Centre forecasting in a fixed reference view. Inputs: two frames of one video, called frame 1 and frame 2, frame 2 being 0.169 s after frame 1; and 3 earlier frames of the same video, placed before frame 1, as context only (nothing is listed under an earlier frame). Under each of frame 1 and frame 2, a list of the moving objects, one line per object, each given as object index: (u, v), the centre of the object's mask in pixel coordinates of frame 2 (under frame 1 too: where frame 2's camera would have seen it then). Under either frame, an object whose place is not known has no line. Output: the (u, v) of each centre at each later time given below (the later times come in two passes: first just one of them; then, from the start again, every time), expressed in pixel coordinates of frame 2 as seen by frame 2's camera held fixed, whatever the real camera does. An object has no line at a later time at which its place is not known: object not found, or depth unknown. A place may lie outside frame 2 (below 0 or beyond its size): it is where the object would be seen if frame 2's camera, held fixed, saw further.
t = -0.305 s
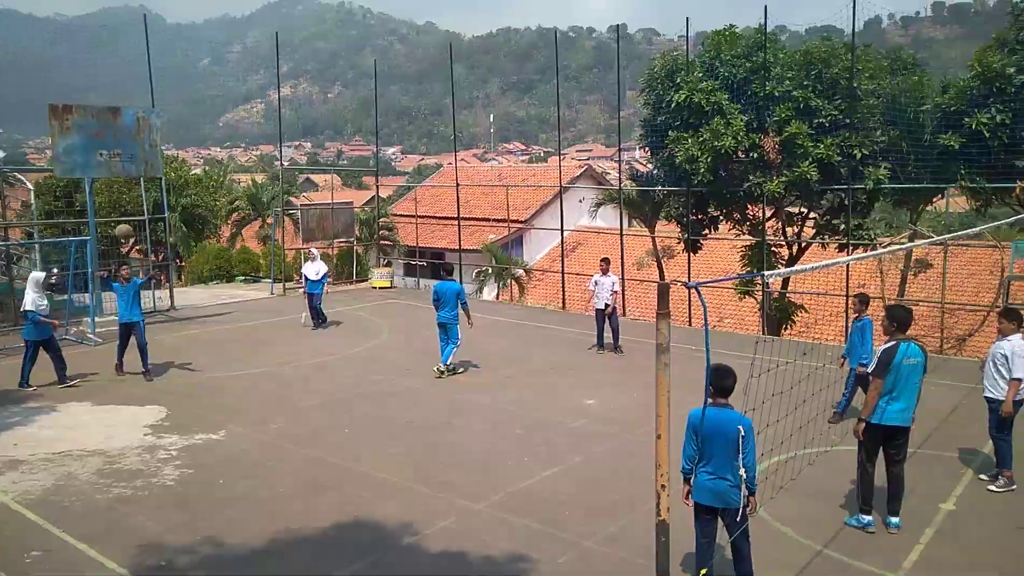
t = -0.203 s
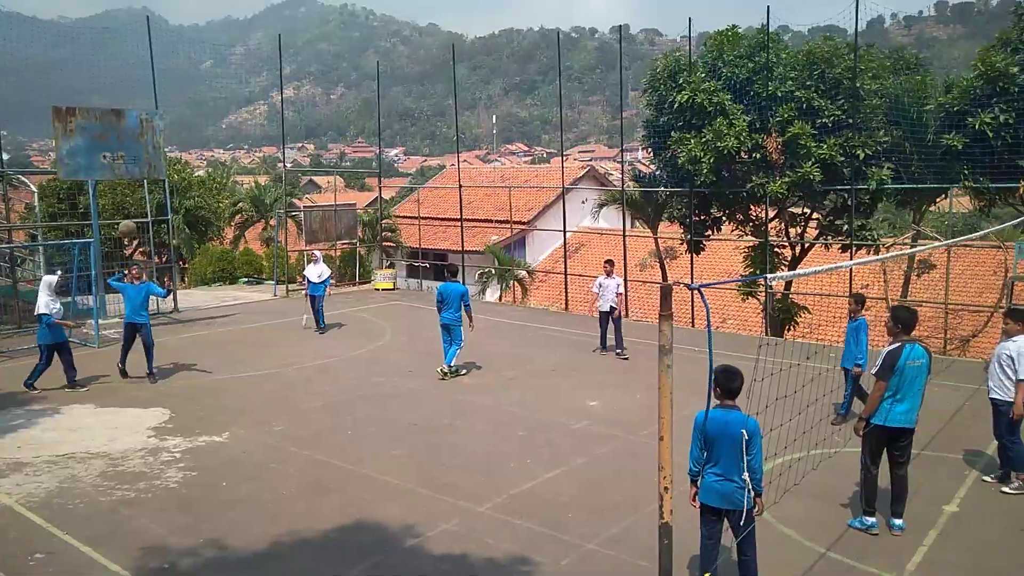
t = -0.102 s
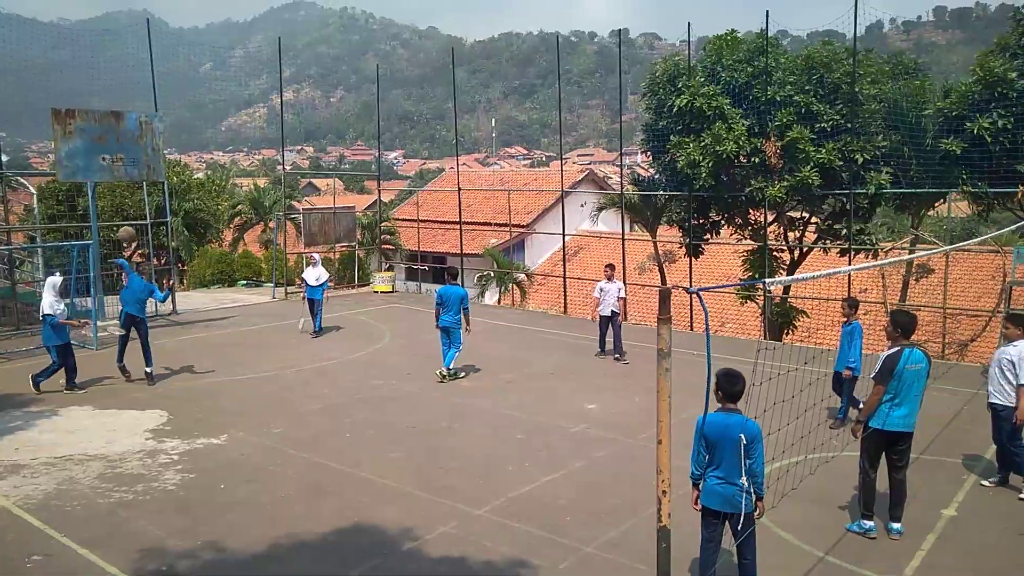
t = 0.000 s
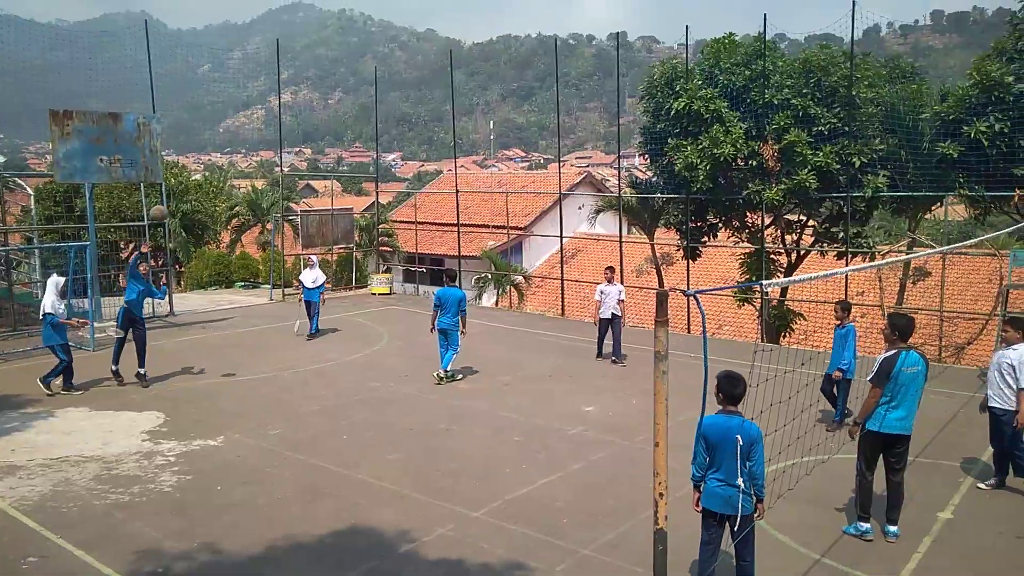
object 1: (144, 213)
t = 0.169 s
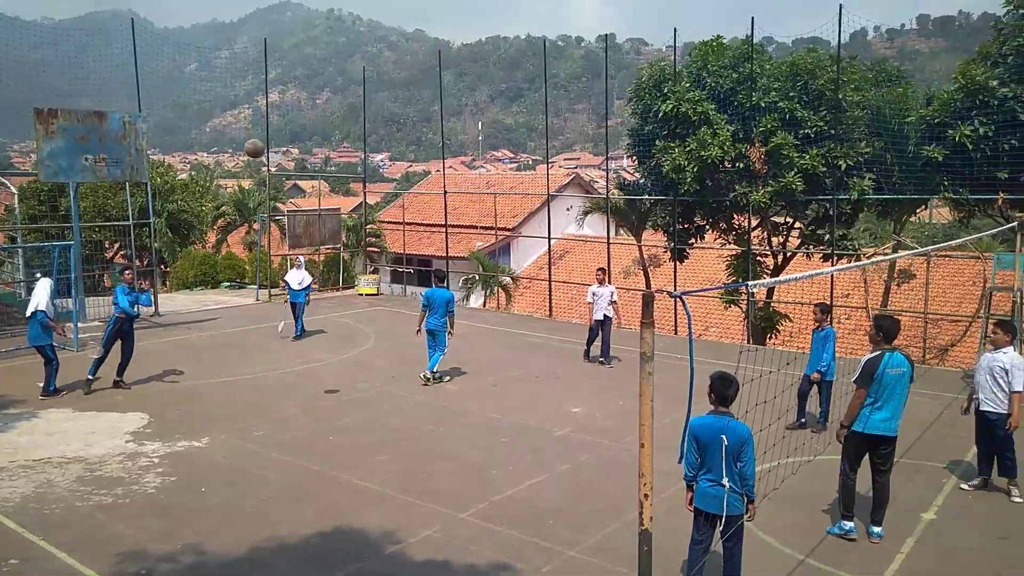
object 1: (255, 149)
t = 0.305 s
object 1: (362, 109)
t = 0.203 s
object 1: (279, 137)
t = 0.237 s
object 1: (305, 127)
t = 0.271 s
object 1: (333, 117)
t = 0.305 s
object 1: (362, 109)
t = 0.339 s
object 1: (392, 101)
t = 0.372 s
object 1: (424, 94)
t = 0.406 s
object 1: (458, 88)
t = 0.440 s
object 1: (491, 83)
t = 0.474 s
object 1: (527, 80)
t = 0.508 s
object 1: (565, 78)
